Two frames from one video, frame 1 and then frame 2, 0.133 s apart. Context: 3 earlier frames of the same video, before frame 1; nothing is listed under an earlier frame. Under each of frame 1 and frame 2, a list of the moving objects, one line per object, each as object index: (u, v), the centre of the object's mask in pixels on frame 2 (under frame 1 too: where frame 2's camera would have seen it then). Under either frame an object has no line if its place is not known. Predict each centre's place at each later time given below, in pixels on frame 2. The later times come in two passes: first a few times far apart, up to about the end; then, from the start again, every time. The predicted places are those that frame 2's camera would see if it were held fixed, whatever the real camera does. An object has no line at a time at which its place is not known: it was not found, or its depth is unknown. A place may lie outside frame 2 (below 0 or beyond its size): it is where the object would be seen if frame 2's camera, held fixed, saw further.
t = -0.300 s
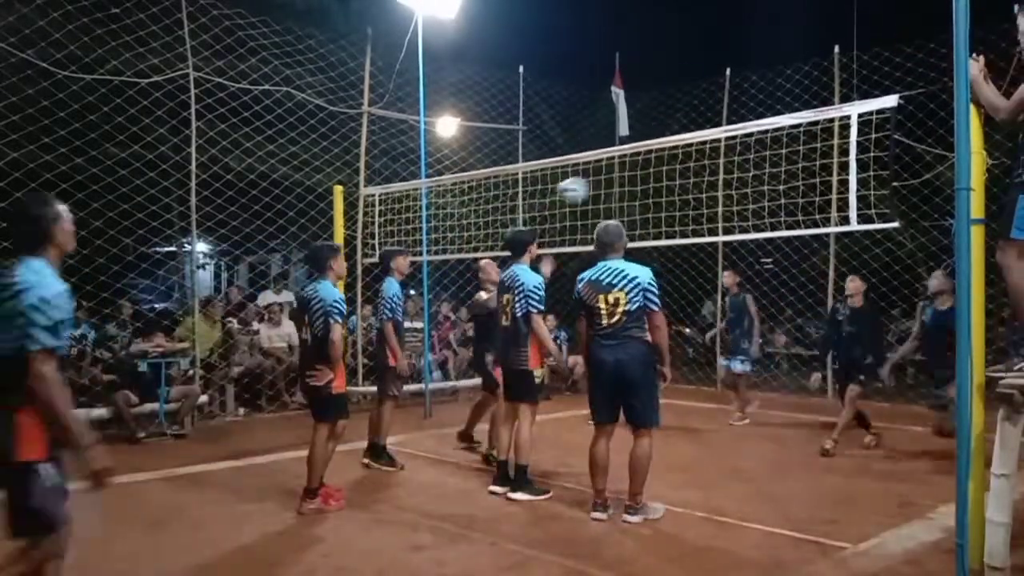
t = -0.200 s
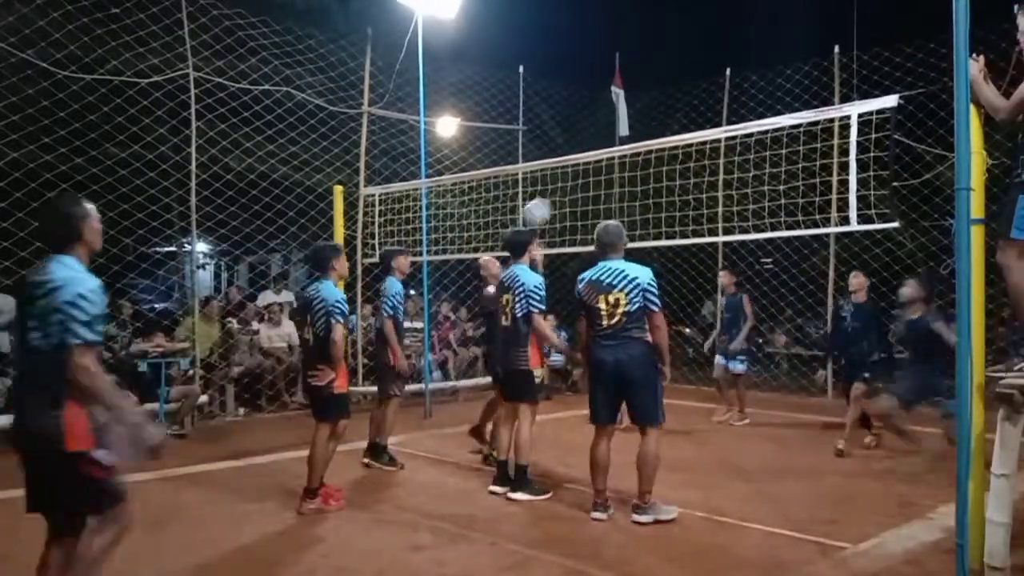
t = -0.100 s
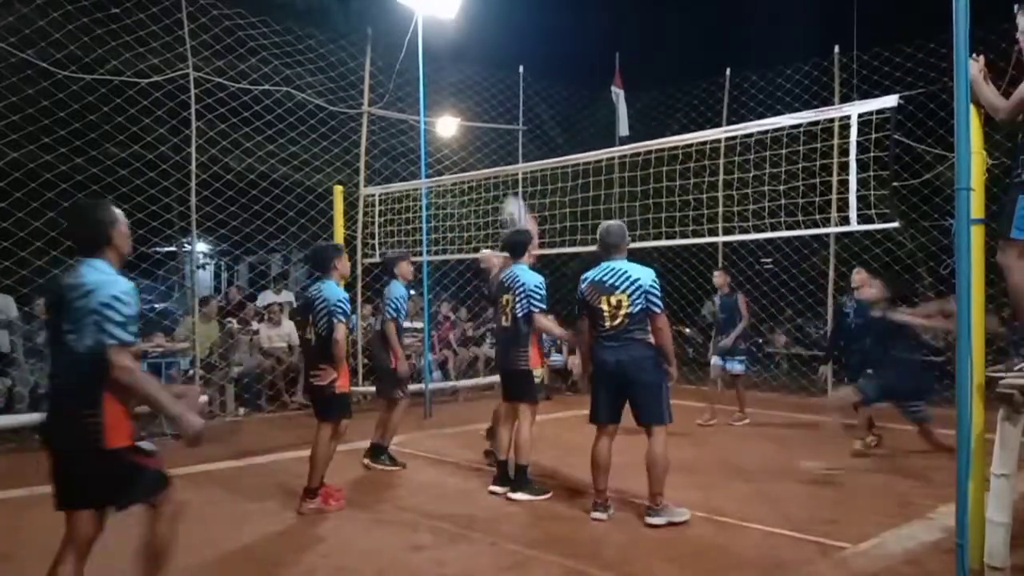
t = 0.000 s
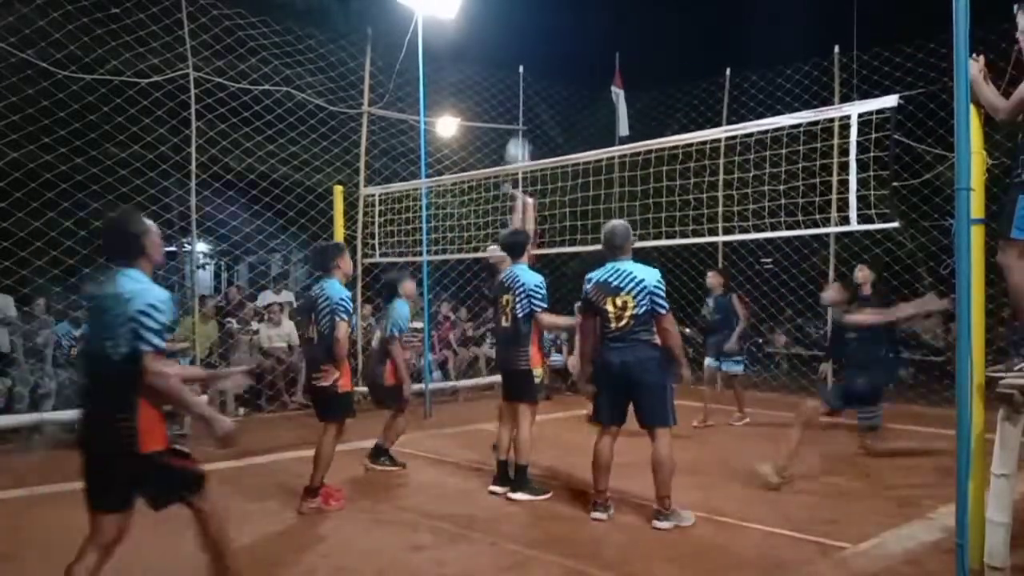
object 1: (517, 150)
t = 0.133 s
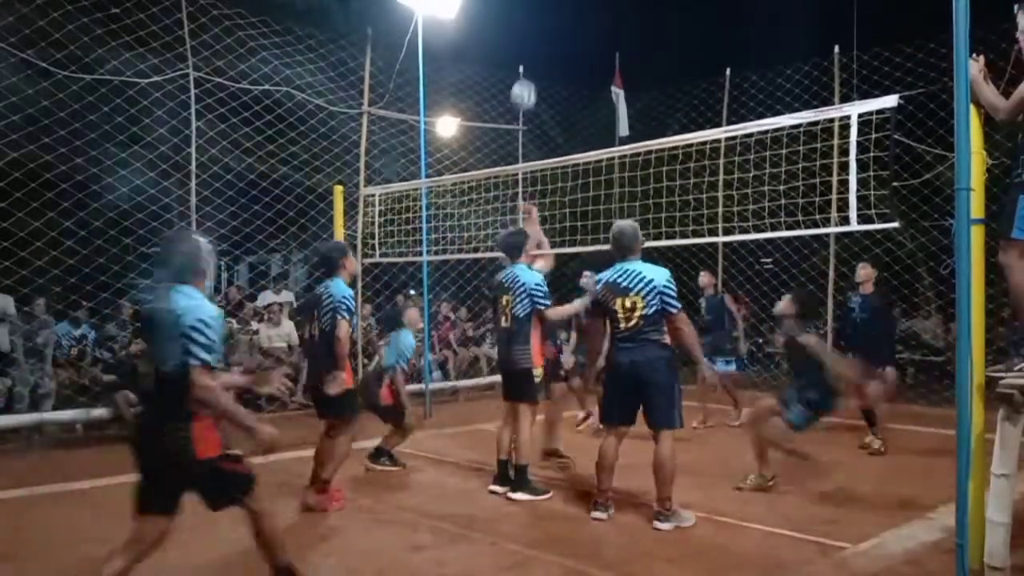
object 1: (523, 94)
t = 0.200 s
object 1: (527, 74)
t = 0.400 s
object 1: (537, 48)
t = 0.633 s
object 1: (549, 76)
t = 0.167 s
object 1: (525, 84)
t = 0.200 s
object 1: (527, 74)
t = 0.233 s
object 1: (528, 66)
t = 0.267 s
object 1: (530, 60)
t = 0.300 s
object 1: (532, 55)
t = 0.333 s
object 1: (534, 52)
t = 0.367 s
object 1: (536, 49)
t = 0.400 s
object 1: (537, 48)
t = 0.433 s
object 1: (539, 48)
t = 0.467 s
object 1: (541, 50)
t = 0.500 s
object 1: (543, 52)
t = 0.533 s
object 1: (544, 56)
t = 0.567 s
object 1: (546, 62)
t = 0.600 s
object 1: (547, 68)
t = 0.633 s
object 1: (549, 76)
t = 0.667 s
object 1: (551, 85)
